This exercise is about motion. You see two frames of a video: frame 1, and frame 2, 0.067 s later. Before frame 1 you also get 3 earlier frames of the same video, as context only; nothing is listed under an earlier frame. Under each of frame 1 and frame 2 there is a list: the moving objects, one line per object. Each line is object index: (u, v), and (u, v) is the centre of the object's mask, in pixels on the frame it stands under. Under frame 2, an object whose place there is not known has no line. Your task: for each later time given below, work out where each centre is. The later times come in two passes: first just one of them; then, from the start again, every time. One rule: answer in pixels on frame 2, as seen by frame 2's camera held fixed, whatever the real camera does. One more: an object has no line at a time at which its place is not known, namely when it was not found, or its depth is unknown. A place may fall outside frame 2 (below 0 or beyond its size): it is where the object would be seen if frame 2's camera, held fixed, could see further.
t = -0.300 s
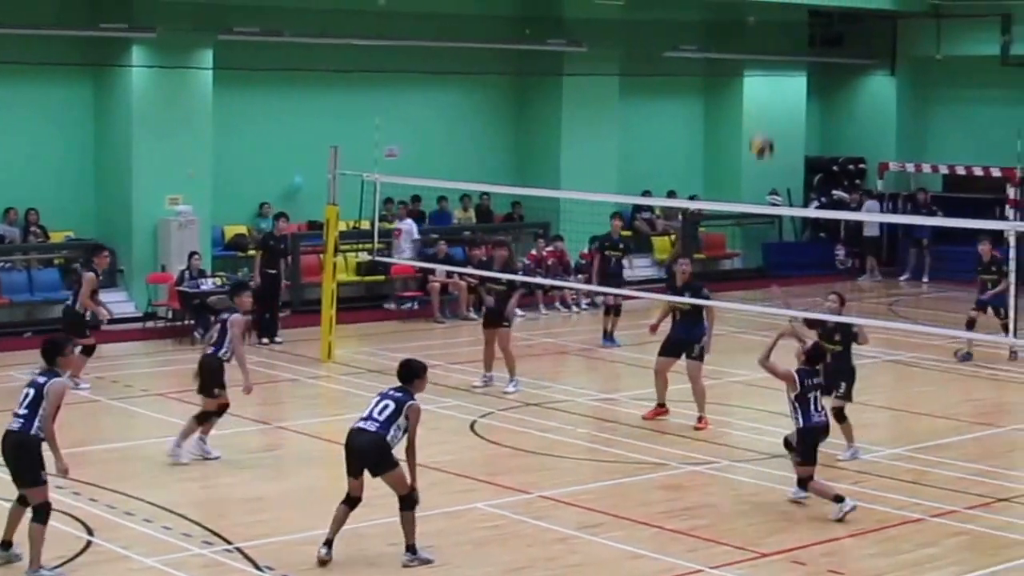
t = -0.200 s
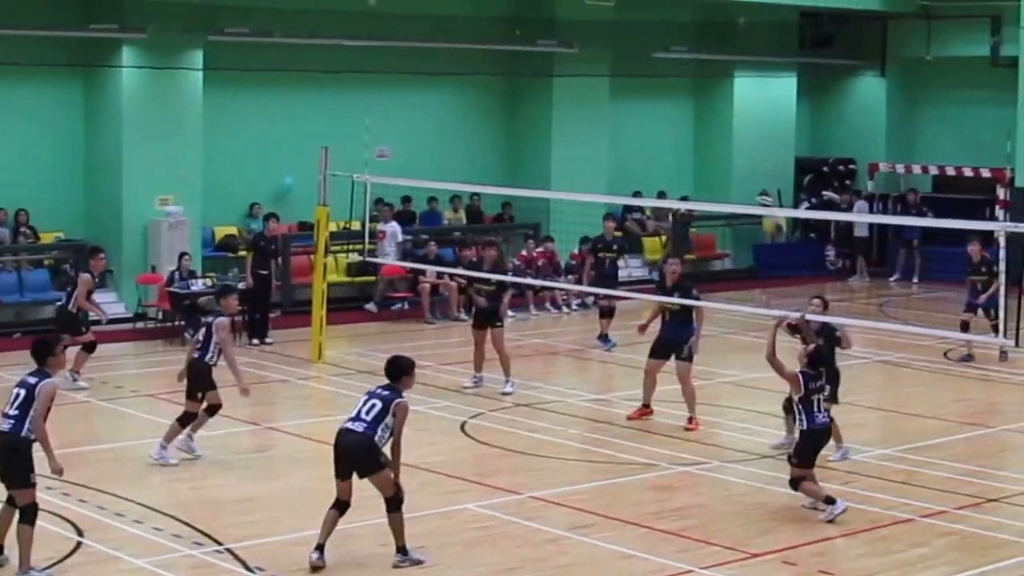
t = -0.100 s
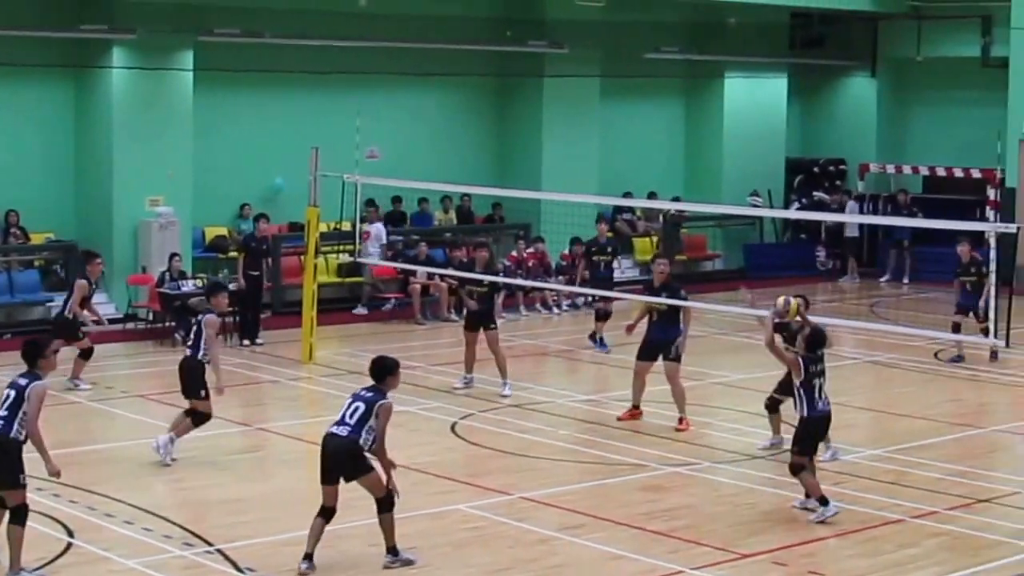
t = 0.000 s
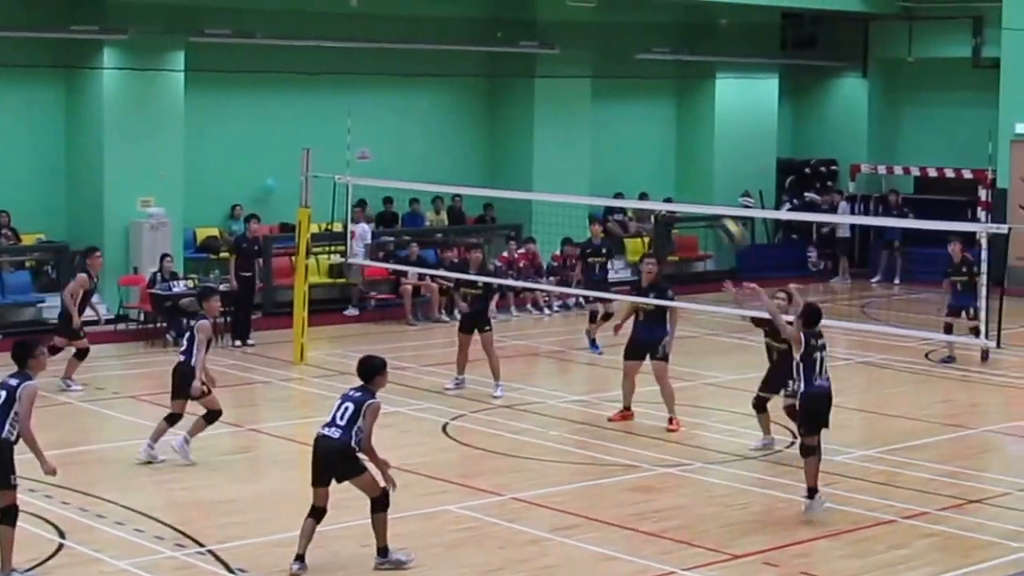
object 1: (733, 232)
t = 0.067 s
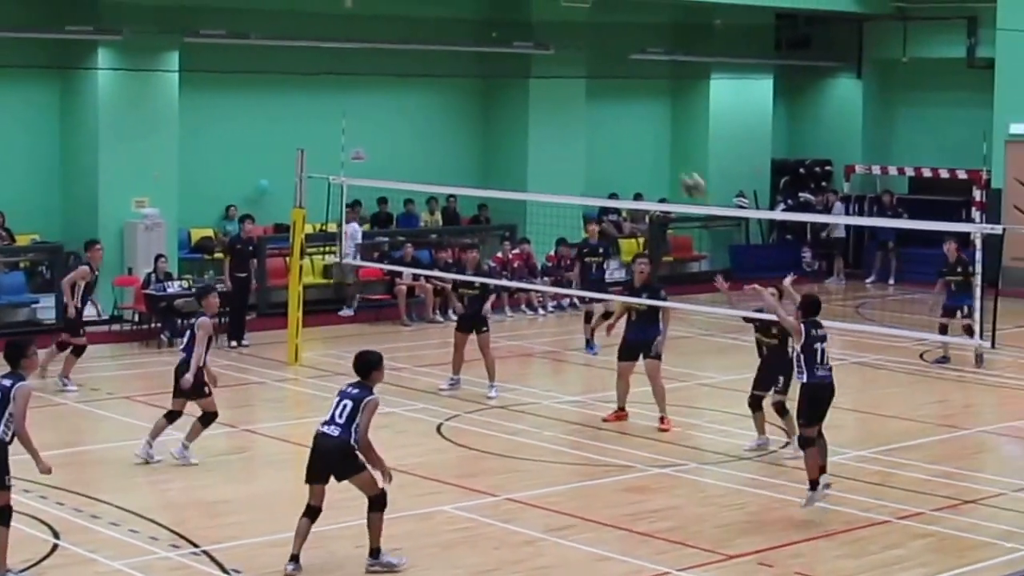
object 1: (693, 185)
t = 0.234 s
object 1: (609, 97)
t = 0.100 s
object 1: (676, 164)
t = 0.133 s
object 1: (659, 146)
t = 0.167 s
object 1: (641, 127)
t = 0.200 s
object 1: (624, 111)
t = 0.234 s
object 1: (609, 97)
